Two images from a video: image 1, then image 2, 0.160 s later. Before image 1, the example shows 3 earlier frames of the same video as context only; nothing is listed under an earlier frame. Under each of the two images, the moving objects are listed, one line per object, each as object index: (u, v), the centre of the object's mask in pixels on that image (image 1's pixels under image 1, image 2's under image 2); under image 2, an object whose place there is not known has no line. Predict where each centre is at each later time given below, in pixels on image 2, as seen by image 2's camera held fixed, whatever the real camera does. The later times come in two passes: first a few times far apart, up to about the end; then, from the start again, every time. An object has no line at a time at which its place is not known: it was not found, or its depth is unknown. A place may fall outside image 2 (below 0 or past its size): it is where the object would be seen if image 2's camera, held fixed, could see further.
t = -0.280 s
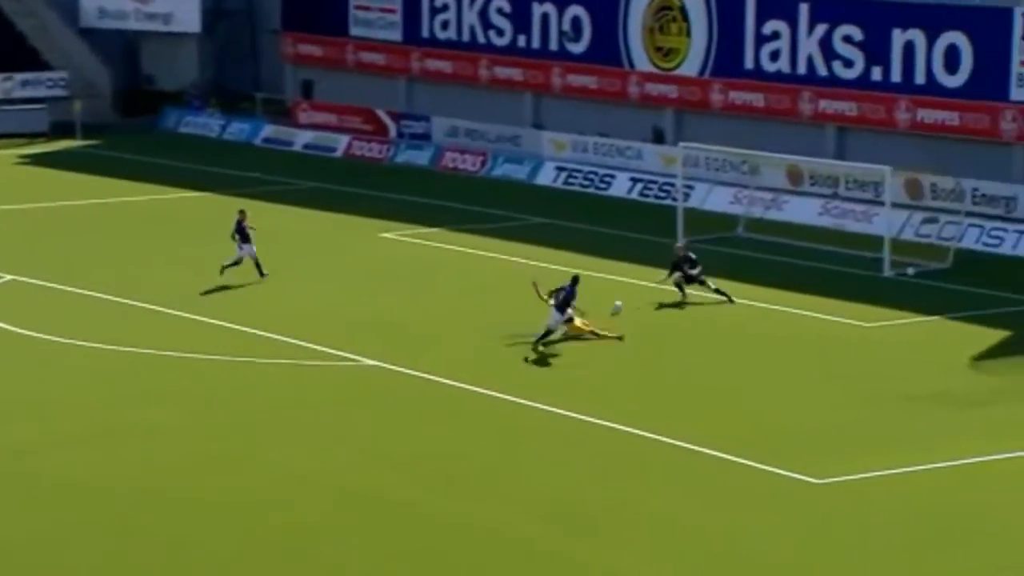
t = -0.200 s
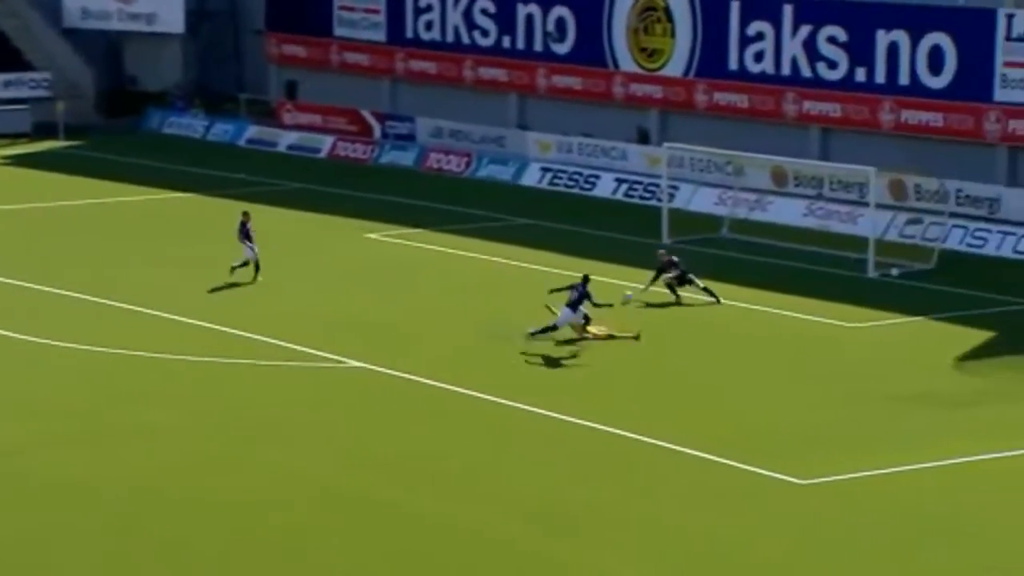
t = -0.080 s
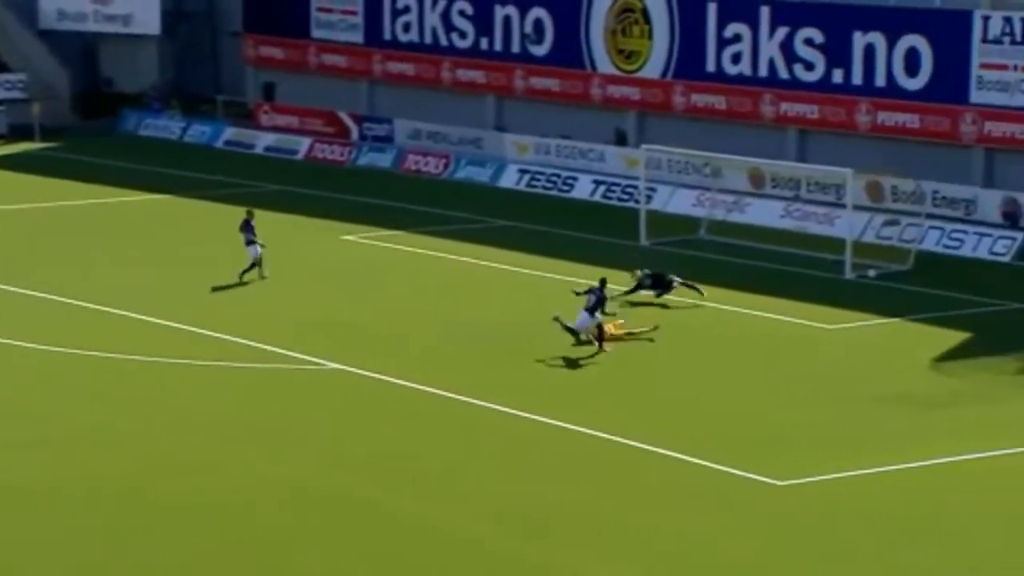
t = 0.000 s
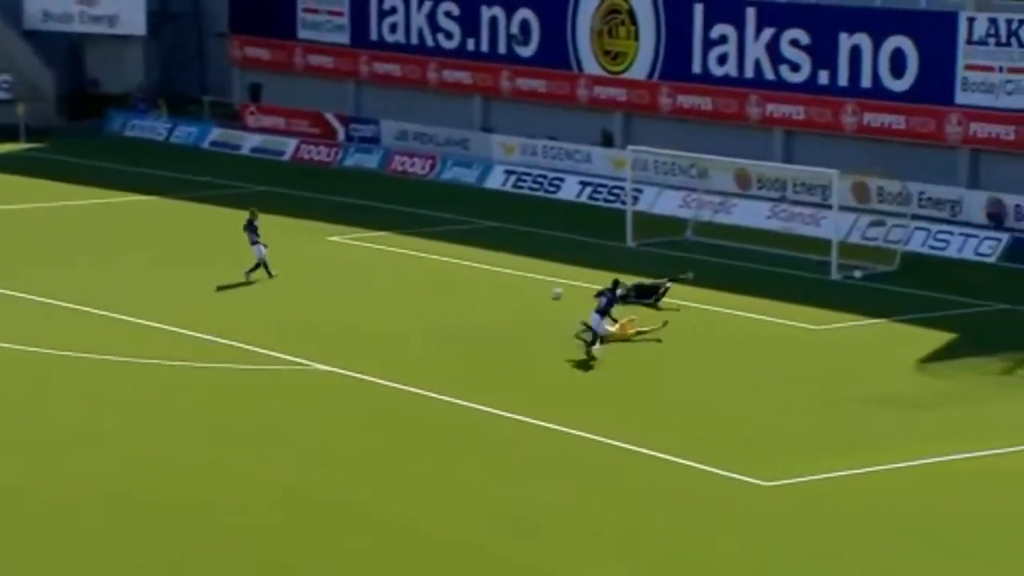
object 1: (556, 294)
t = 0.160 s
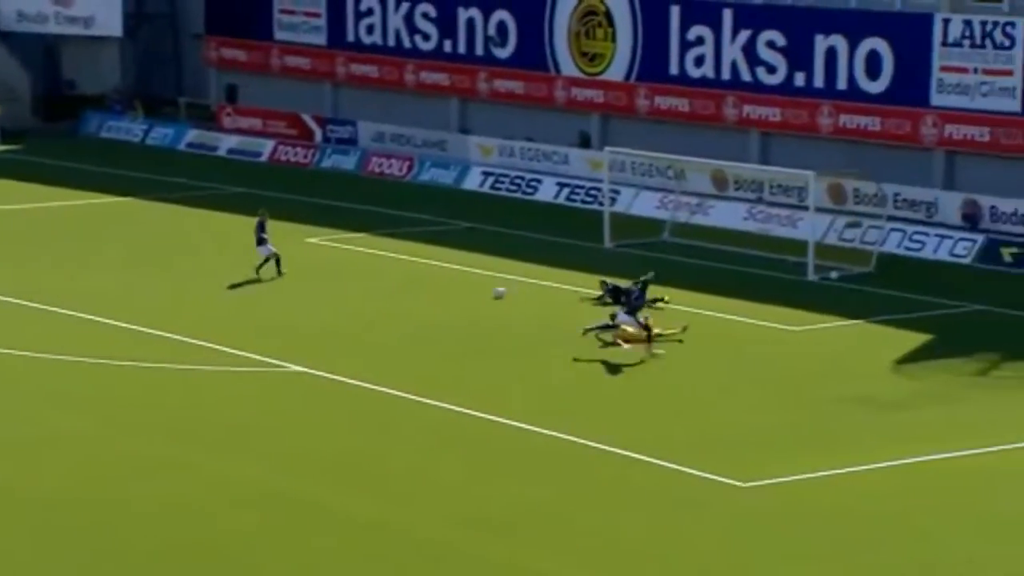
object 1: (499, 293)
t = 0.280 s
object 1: (479, 291)
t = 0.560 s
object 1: (441, 288)
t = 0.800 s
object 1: (414, 284)
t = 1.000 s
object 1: (394, 283)
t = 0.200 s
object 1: (491, 292)
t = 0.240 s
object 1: (485, 292)
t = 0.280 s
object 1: (479, 291)
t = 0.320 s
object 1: (473, 291)
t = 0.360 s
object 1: (467, 290)
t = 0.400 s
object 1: (462, 290)
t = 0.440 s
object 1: (456, 289)
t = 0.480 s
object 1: (451, 289)
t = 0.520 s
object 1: (446, 288)
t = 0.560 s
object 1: (441, 288)
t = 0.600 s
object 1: (436, 287)
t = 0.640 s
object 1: (432, 286)
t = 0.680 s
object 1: (427, 286)
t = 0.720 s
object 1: (423, 285)
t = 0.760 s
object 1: (419, 285)
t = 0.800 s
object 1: (414, 284)
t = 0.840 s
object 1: (410, 284)
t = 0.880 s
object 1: (405, 284)
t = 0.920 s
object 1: (401, 283)
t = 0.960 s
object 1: (398, 283)
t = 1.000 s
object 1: (394, 283)
